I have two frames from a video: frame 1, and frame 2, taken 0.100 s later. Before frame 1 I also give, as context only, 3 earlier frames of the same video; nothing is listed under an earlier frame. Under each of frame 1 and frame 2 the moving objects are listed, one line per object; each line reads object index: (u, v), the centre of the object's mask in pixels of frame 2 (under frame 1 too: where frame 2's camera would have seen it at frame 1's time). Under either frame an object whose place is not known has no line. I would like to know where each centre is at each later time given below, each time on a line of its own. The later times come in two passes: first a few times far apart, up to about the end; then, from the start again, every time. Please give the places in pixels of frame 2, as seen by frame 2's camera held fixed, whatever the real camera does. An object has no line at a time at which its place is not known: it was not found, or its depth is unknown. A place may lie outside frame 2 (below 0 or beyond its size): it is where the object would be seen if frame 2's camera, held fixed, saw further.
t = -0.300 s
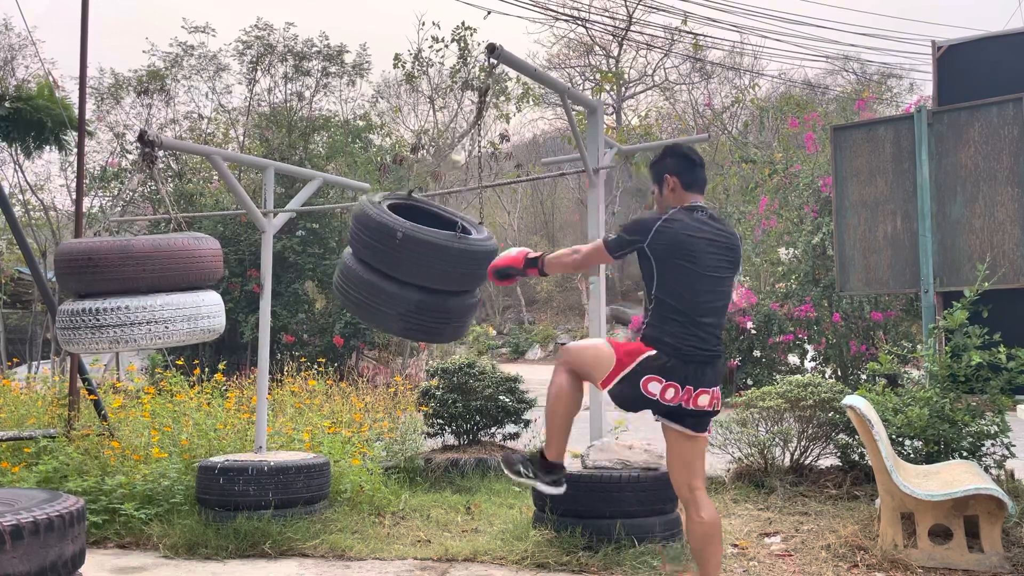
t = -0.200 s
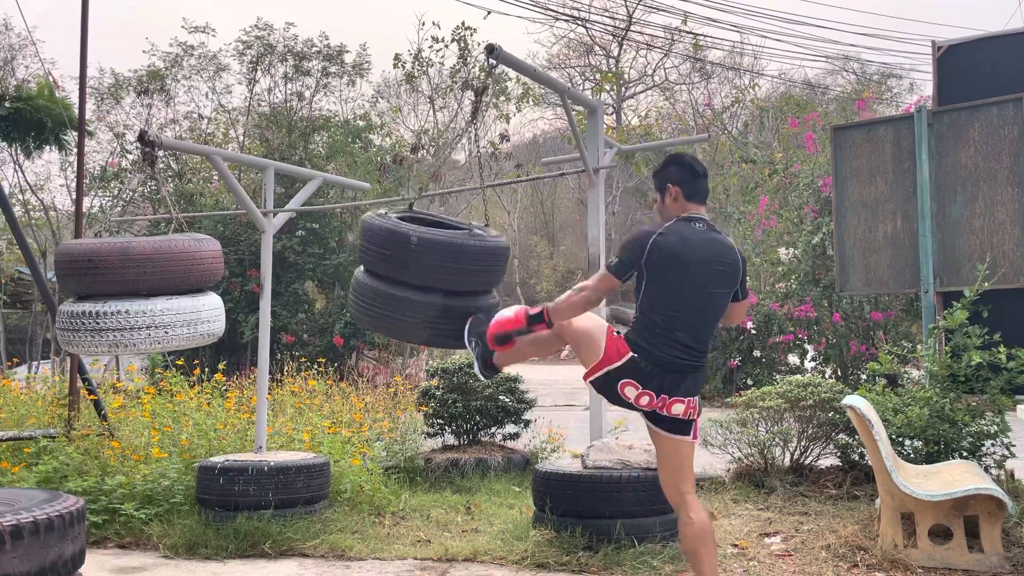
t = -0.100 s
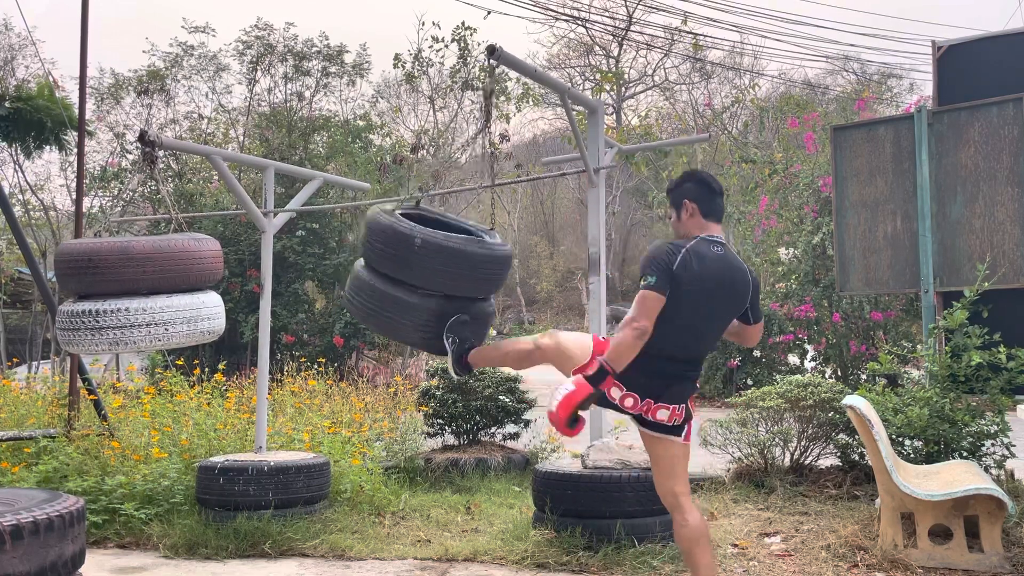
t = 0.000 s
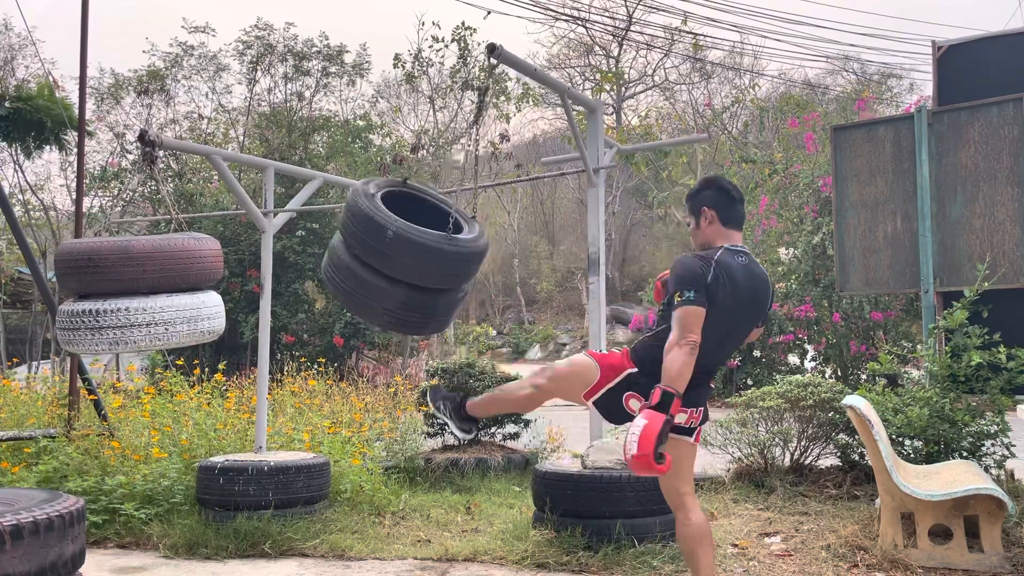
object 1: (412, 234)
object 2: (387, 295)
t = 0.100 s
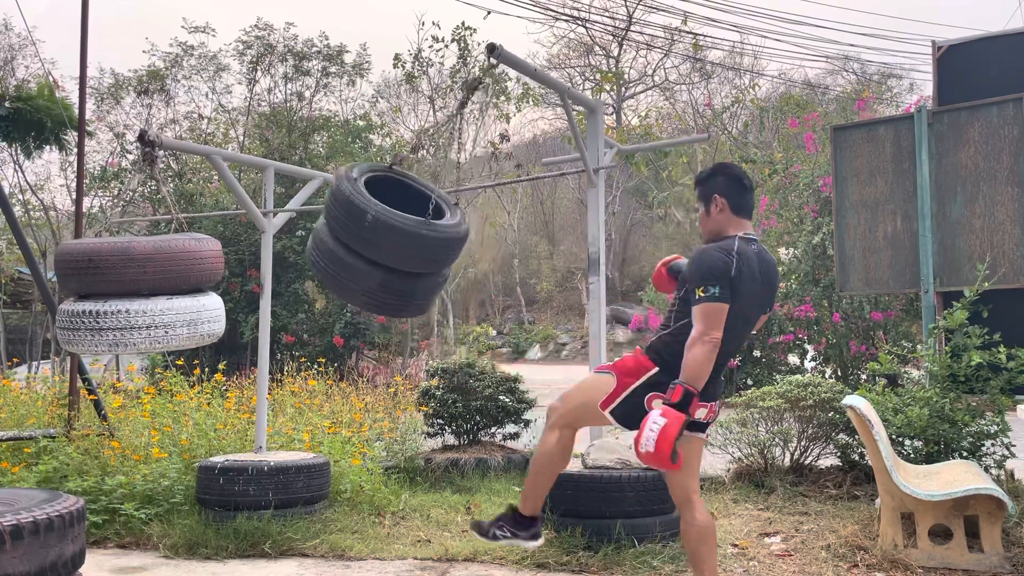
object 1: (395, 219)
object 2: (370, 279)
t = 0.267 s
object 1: (391, 208)
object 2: (356, 266)
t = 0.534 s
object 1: (413, 235)
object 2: (391, 295)
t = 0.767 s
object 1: (474, 260)
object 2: (474, 321)
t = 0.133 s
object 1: (391, 215)
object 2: (365, 275)
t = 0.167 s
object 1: (390, 213)
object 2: (361, 272)
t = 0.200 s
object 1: (389, 211)
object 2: (359, 269)
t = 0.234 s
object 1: (390, 210)
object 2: (357, 267)
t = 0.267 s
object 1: (391, 208)
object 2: (356, 266)
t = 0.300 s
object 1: (392, 208)
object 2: (357, 265)
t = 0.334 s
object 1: (394, 208)
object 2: (359, 266)
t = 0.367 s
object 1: (397, 210)
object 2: (362, 268)
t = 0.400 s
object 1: (399, 214)
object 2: (366, 272)
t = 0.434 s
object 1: (401, 219)
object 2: (370, 277)
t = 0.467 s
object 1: (404, 223)
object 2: (375, 283)
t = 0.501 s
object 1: (408, 229)
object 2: (382, 290)
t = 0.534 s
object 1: (413, 235)
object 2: (391, 295)
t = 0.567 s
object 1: (418, 238)
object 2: (401, 300)
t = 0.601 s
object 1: (425, 243)
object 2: (411, 304)
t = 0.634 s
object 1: (433, 248)
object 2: (422, 309)
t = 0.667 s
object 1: (442, 253)
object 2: (434, 314)
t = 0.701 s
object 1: (452, 257)
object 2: (446, 318)
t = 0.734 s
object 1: (464, 261)
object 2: (459, 321)
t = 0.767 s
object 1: (474, 260)
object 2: (474, 321)
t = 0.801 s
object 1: (485, 258)
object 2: (488, 320)
